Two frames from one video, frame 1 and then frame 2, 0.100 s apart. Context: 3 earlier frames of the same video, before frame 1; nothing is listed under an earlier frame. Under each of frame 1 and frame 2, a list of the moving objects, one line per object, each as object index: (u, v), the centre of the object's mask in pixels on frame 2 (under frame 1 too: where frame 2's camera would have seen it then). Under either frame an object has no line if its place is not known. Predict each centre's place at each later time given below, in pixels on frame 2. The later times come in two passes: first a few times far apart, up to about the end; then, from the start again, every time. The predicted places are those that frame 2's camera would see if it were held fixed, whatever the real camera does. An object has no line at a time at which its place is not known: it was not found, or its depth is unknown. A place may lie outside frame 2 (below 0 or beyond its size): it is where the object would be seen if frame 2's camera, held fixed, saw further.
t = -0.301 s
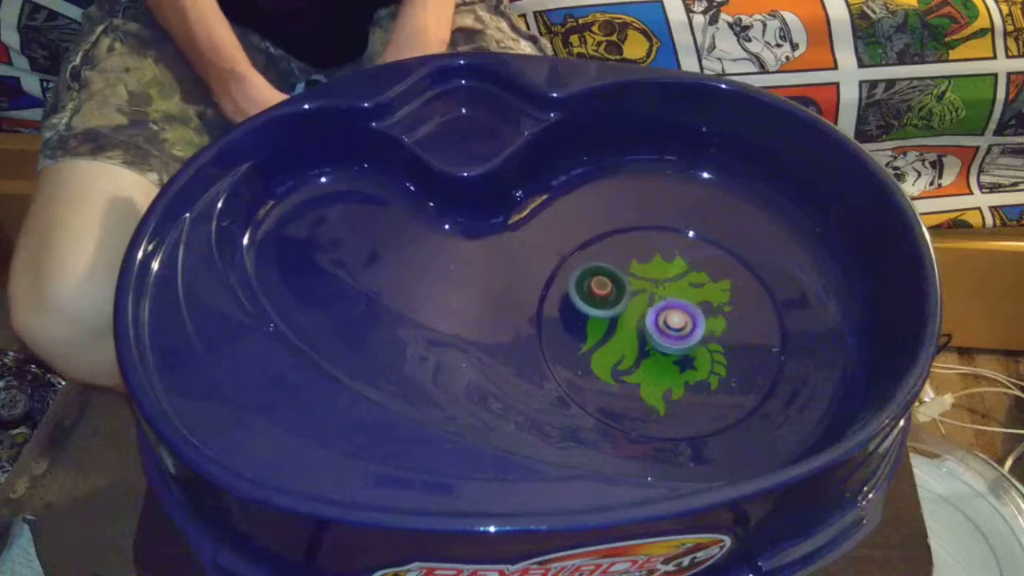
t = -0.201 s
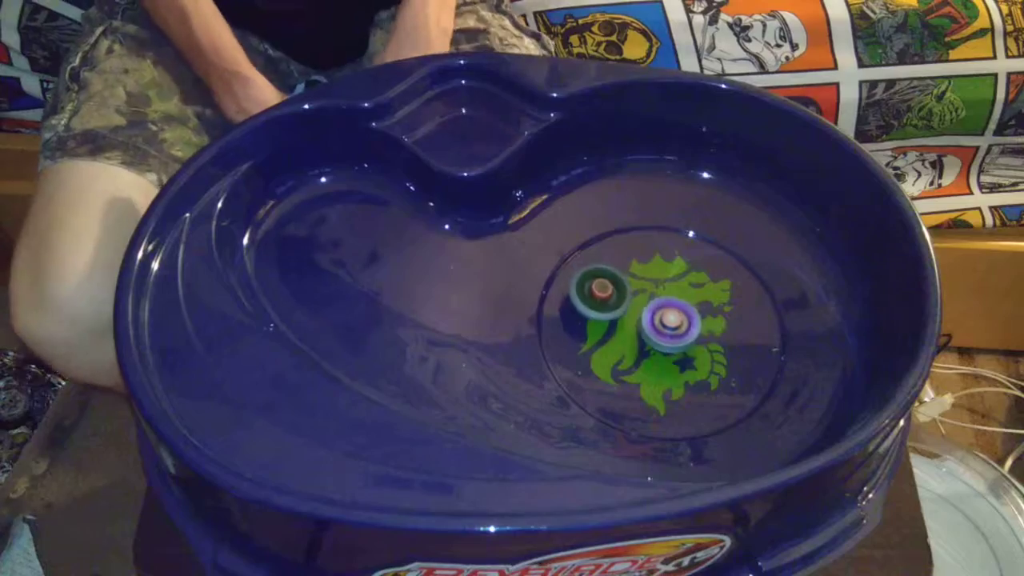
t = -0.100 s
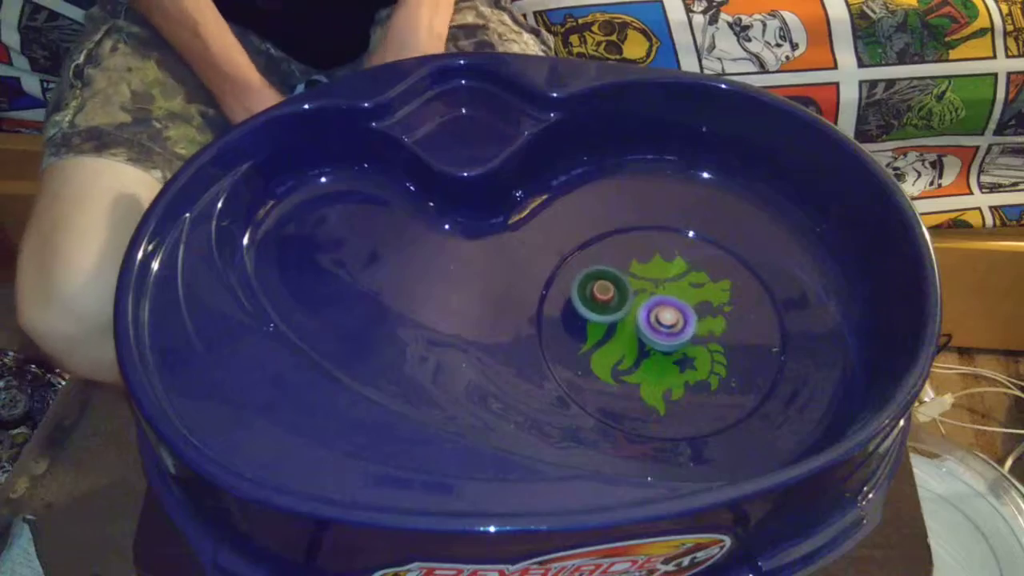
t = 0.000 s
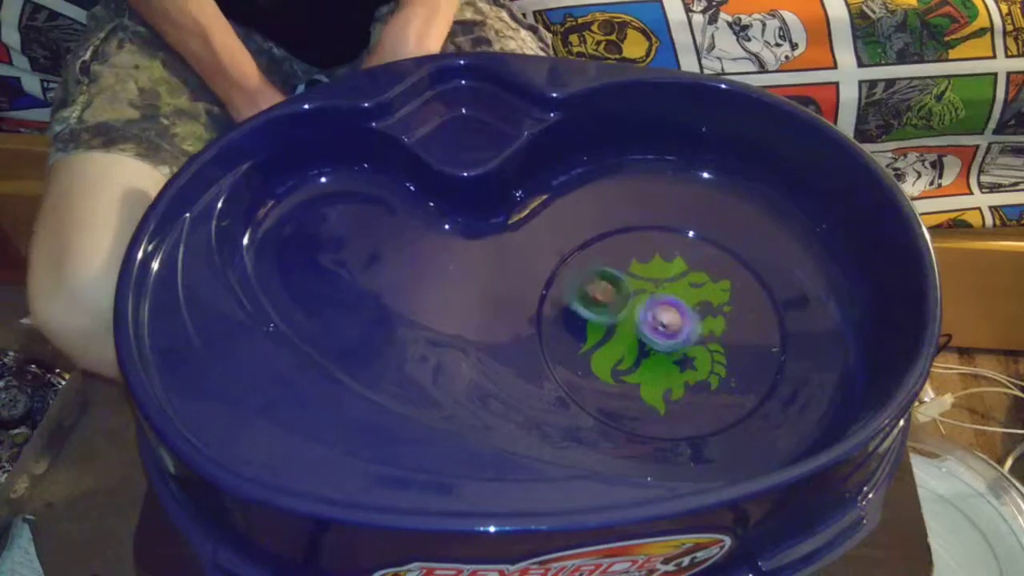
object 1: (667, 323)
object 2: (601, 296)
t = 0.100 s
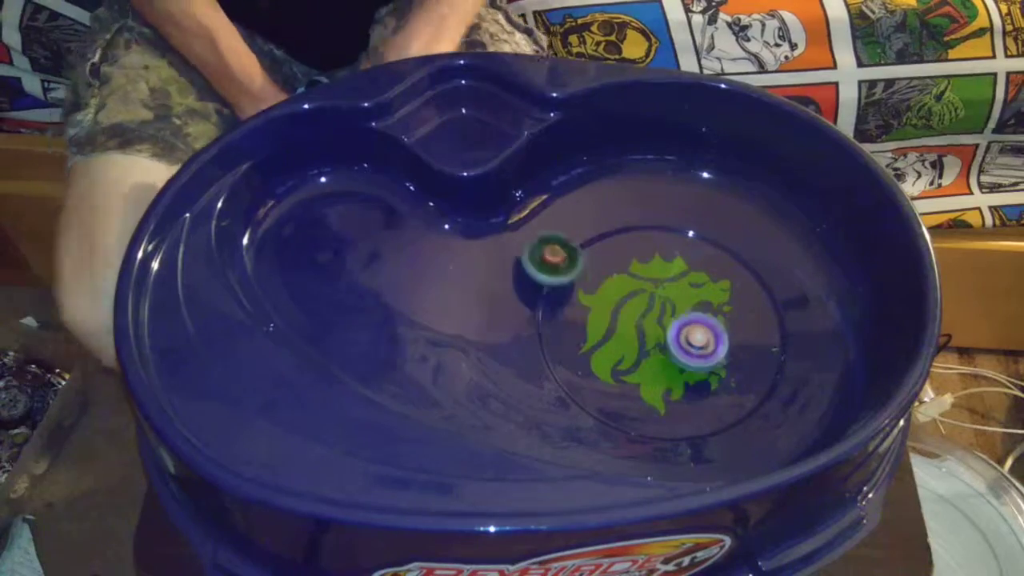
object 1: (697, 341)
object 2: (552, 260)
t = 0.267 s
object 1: (707, 345)
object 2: (537, 265)
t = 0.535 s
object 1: (704, 342)
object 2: (574, 301)
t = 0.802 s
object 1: (686, 335)
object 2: (596, 317)
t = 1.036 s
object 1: (670, 322)
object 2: (607, 335)
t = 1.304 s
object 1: (662, 305)
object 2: (608, 349)
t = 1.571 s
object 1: (663, 296)
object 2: (607, 350)
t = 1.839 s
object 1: (667, 298)
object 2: (608, 349)
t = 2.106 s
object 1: (666, 308)
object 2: (618, 346)
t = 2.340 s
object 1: (698, 297)
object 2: (569, 384)
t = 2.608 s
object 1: (693, 302)
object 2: (625, 385)
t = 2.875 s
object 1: (674, 307)
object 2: (634, 380)
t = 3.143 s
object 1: (652, 306)
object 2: (645, 374)
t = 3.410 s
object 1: (641, 299)
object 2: (654, 372)
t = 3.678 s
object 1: (641, 296)
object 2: (658, 370)
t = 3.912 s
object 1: (647, 301)
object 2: (661, 369)
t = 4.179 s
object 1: (652, 310)
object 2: (662, 371)
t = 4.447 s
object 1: (648, 305)
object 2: (665, 385)
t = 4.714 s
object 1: (643, 304)
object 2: (667, 382)
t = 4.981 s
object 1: (643, 305)
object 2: (670, 377)
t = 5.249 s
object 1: (643, 310)
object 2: (678, 369)
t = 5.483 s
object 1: (643, 315)
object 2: (683, 366)
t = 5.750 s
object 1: (640, 318)
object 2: (685, 367)
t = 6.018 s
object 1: (638, 318)
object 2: (685, 366)
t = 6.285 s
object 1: (628, 301)
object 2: (705, 387)
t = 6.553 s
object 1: (632, 296)
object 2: (708, 384)
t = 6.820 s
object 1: (644, 304)
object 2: (710, 379)
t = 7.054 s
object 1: (647, 317)
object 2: (711, 374)
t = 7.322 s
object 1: (640, 328)
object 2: (713, 368)
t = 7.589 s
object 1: (631, 327)
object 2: (713, 364)
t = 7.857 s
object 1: (632, 320)
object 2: (713, 360)
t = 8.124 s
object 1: (643, 318)
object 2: (713, 355)
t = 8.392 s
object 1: (647, 320)
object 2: (725, 357)
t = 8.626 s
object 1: (645, 324)
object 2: (726, 354)
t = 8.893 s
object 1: (641, 324)
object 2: (723, 350)
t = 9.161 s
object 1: (641, 320)
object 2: (718, 342)
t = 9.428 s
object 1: (647, 319)
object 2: (716, 330)
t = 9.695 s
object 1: (646, 322)
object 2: (730, 328)
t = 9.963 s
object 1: (641, 324)
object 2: (728, 327)
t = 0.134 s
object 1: (701, 343)
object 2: (546, 257)
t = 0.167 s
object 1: (703, 344)
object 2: (542, 256)
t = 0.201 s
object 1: (704, 345)
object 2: (538, 258)
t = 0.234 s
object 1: (706, 344)
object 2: (537, 261)
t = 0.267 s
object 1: (707, 345)
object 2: (537, 265)
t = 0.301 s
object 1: (707, 345)
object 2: (539, 269)
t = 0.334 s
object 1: (707, 344)
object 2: (542, 273)
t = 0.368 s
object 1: (707, 344)
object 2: (545, 276)
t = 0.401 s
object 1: (707, 344)
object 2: (549, 282)
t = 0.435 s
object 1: (707, 344)
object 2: (556, 288)
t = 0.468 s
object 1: (706, 343)
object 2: (563, 293)
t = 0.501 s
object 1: (705, 343)
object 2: (569, 298)
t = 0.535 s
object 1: (704, 342)
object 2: (574, 301)
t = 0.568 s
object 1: (703, 342)
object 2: (580, 305)
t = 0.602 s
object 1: (701, 342)
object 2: (583, 307)
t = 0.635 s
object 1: (699, 341)
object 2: (586, 308)
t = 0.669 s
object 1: (697, 340)
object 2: (586, 309)
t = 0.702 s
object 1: (694, 340)
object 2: (589, 311)
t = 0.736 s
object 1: (691, 338)
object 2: (591, 313)
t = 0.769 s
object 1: (689, 337)
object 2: (594, 315)
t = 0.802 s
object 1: (686, 335)
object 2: (596, 317)
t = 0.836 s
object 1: (683, 333)
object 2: (597, 319)
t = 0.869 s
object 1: (681, 332)
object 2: (600, 322)
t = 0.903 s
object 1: (679, 331)
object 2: (602, 325)
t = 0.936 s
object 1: (677, 329)
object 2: (604, 327)
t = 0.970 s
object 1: (674, 326)
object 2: (605, 330)
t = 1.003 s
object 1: (672, 325)
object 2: (606, 332)
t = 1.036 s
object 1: (670, 322)
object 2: (607, 335)
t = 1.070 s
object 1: (669, 320)
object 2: (608, 337)
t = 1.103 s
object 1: (667, 318)
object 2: (608, 339)
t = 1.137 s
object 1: (666, 316)
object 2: (608, 342)
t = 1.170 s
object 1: (665, 314)
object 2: (609, 344)
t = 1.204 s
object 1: (664, 312)
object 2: (609, 346)
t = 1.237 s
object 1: (662, 309)
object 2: (608, 347)
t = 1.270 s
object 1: (662, 307)
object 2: (608, 348)
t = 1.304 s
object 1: (662, 305)
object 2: (608, 349)
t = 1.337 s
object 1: (662, 303)
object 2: (608, 349)
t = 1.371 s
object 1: (661, 302)
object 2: (608, 350)
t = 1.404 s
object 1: (661, 300)
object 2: (608, 350)
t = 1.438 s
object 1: (661, 299)
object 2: (607, 350)
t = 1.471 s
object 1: (662, 298)
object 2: (607, 350)
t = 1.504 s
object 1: (662, 297)
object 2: (607, 350)
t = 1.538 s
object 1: (662, 296)
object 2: (607, 350)
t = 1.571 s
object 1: (663, 296)
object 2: (607, 350)
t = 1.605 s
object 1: (663, 296)
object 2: (607, 351)
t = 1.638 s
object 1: (664, 296)
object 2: (607, 350)
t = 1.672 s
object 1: (664, 296)
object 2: (607, 351)
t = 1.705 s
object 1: (665, 296)
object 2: (607, 350)
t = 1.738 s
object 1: (665, 296)
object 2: (607, 350)
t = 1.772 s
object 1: (666, 296)
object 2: (608, 350)
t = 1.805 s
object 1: (666, 297)
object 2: (608, 350)
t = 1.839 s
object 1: (667, 298)
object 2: (608, 349)
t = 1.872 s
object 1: (667, 299)
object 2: (609, 349)
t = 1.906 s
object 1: (667, 300)
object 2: (610, 349)
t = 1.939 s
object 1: (667, 301)
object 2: (611, 348)
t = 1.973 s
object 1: (667, 302)
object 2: (611, 348)
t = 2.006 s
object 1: (668, 303)
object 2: (613, 348)
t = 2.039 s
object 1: (667, 305)
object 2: (614, 347)
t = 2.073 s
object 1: (666, 306)
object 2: (616, 348)
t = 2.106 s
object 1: (666, 308)
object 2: (618, 346)
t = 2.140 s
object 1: (674, 306)
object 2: (604, 354)
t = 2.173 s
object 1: (684, 302)
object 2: (584, 364)
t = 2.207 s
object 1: (693, 298)
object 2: (570, 370)
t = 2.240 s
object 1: (697, 297)
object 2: (563, 374)
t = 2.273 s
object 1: (698, 298)
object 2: (562, 376)
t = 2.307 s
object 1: (698, 297)
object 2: (564, 380)
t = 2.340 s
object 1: (698, 297)
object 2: (569, 384)
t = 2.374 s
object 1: (698, 297)
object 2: (576, 388)
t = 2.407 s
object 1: (698, 298)
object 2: (586, 391)
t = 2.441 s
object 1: (698, 298)
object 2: (596, 392)
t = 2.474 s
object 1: (697, 298)
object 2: (604, 392)
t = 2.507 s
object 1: (697, 299)
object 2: (611, 391)
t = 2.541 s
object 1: (696, 299)
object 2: (617, 389)
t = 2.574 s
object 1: (694, 301)
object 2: (621, 387)
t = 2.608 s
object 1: (693, 302)
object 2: (625, 385)
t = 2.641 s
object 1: (691, 303)
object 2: (627, 384)
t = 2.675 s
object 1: (689, 304)
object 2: (628, 383)
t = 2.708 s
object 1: (687, 304)
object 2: (629, 383)
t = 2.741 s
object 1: (684, 305)
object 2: (630, 383)
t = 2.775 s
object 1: (681, 306)
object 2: (632, 382)
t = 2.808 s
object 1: (679, 307)
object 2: (633, 382)
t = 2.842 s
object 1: (676, 307)
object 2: (634, 381)
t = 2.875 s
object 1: (674, 307)
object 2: (634, 380)
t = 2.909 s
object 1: (671, 307)
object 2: (636, 379)
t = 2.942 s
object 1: (667, 308)
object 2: (637, 378)
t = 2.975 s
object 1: (665, 308)
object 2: (638, 377)
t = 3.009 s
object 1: (661, 308)
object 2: (640, 377)
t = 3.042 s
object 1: (659, 308)
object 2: (641, 376)
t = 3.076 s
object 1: (657, 307)
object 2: (643, 376)
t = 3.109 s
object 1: (654, 307)
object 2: (644, 375)
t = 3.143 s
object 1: (652, 306)
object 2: (645, 374)
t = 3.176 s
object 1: (650, 306)
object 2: (647, 374)
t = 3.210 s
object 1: (648, 305)
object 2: (647, 373)
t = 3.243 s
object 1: (647, 304)
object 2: (649, 373)
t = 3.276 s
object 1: (645, 303)
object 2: (650, 373)
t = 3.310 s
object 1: (644, 302)
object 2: (650, 372)
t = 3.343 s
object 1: (643, 301)
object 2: (651, 372)
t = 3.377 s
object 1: (642, 300)
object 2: (653, 372)
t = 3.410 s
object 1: (641, 299)
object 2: (654, 372)
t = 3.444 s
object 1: (641, 298)
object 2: (655, 372)
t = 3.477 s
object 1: (640, 297)
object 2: (655, 371)
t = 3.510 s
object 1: (640, 297)
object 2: (656, 371)
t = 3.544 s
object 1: (640, 297)
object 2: (656, 371)
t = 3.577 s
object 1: (640, 296)
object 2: (657, 371)
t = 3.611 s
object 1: (640, 296)
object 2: (657, 371)
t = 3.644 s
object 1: (641, 296)
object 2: (658, 371)
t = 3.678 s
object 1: (641, 296)
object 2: (658, 370)
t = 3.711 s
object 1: (642, 296)
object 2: (659, 370)
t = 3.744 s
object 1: (642, 296)
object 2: (659, 370)
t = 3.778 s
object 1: (643, 297)
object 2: (659, 370)
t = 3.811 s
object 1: (644, 297)
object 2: (660, 370)
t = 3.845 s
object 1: (645, 298)
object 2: (660, 370)
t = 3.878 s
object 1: (646, 299)
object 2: (660, 370)
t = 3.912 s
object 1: (647, 301)
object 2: (661, 369)
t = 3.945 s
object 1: (648, 302)
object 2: (661, 369)
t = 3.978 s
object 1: (649, 303)
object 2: (661, 369)
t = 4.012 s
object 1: (650, 305)
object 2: (661, 368)
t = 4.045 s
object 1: (651, 307)
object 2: (662, 368)
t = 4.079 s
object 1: (651, 308)
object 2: (662, 367)
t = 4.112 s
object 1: (651, 309)
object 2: (662, 369)
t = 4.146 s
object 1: (652, 310)
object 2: (662, 371)
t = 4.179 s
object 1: (652, 310)
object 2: (662, 371)
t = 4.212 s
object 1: (652, 311)
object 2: (662, 370)
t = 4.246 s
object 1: (652, 312)
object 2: (663, 370)
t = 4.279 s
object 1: (651, 312)
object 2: (663, 375)
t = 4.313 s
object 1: (650, 307)
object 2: (664, 381)
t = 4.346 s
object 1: (650, 305)
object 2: (664, 385)
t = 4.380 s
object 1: (649, 305)
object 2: (664, 385)
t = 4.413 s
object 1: (648, 305)
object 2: (664, 385)
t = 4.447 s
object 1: (648, 305)
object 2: (665, 385)
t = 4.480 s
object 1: (646, 305)
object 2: (665, 384)
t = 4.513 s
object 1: (646, 305)
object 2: (665, 384)
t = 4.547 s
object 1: (646, 305)
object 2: (666, 384)
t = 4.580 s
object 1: (645, 305)
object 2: (666, 384)
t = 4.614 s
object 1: (644, 305)
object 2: (666, 384)
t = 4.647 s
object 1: (644, 305)
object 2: (667, 383)
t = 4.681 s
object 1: (644, 304)
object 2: (667, 383)
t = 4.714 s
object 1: (643, 304)
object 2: (667, 382)
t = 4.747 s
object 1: (643, 304)
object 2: (667, 382)
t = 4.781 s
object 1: (643, 304)
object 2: (668, 382)
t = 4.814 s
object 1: (642, 304)
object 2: (668, 382)
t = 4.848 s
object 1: (643, 304)
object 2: (669, 381)
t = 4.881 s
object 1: (642, 304)
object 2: (669, 379)
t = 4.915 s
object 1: (642, 304)
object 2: (669, 379)
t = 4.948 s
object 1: (642, 305)
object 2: (670, 378)
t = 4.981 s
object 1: (643, 305)
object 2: (670, 377)
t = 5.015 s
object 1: (642, 305)
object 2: (671, 376)
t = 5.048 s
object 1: (643, 306)
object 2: (672, 374)
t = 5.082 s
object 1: (643, 307)
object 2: (673, 373)
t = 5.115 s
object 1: (643, 307)
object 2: (674, 372)
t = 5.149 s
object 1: (643, 308)
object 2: (675, 371)
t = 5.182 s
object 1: (643, 308)
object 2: (675, 371)
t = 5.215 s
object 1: (643, 309)
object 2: (676, 370)
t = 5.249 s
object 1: (643, 310)
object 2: (678, 369)
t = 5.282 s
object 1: (644, 311)
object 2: (679, 369)
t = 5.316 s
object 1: (643, 311)
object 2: (679, 368)
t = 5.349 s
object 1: (643, 312)
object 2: (680, 368)
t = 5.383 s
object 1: (644, 313)
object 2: (681, 367)
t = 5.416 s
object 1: (643, 313)
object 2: (682, 367)
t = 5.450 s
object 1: (643, 314)
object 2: (682, 367)
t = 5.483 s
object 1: (643, 315)
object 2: (683, 366)
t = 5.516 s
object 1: (643, 316)
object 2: (683, 366)
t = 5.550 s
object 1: (642, 317)
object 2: (683, 366)
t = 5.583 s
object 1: (642, 317)
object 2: (684, 367)
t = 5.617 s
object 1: (642, 317)
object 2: (685, 368)
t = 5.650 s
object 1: (641, 317)
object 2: (685, 368)
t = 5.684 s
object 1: (641, 318)
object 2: (685, 368)
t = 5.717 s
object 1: (640, 318)
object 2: (685, 368)
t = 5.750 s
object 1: (640, 318)
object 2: (685, 367)
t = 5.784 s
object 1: (640, 318)
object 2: (685, 367)
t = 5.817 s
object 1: (639, 318)
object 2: (686, 367)
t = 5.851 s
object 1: (639, 318)
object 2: (686, 367)
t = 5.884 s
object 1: (639, 318)
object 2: (686, 367)
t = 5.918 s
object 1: (639, 318)
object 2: (686, 367)
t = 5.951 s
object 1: (639, 318)
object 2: (686, 366)
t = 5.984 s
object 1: (638, 318)
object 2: (686, 366)
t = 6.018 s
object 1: (638, 318)
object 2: (685, 366)
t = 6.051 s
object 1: (638, 318)
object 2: (685, 365)
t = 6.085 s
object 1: (638, 318)
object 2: (685, 364)
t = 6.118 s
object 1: (638, 317)
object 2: (686, 367)
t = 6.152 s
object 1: (633, 310)
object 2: (695, 375)
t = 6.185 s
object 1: (630, 306)
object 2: (702, 385)
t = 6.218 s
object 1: (629, 303)
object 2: (704, 387)
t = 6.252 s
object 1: (628, 301)
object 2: (705, 388)
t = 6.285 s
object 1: (628, 301)
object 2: (705, 387)
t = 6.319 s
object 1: (628, 299)
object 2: (706, 387)
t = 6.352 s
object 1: (628, 298)
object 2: (706, 387)
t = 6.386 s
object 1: (628, 298)
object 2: (706, 386)
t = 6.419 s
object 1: (629, 297)
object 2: (707, 386)
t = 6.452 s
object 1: (629, 296)
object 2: (707, 385)
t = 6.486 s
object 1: (630, 296)
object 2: (707, 385)
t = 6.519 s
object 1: (631, 296)
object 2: (707, 384)
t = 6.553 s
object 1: (632, 296)
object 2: (708, 384)
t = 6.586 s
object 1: (634, 296)
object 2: (708, 383)
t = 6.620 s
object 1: (635, 297)
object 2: (708, 383)
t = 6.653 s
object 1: (636, 297)
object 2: (709, 382)
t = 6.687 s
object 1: (638, 298)
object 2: (709, 382)
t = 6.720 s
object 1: (640, 299)
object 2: (709, 381)
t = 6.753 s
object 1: (641, 301)
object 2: (709, 381)
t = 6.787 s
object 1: (642, 302)
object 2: (710, 380)
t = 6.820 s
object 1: (644, 304)
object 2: (710, 379)
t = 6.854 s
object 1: (645, 306)
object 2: (710, 378)
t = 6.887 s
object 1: (646, 308)
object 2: (710, 378)
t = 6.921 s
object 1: (646, 309)
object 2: (711, 377)
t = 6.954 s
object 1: (647, 311)
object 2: (711, 376)
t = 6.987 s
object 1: (647, 313)
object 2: (711, 375)
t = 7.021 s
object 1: (647, 314)
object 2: (711, 374)
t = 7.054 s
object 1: (647, 317)
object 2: (711, 374)
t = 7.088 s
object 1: (646, 319)
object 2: (711, 373)
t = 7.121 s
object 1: (646, 320)
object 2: (712, 372)
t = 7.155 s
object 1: (645, 322)
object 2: (712, 371)
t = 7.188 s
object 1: (645, 324)
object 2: (712, 371)
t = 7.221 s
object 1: (643, 325)
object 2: (712, 370)
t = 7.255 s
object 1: (642, 326)
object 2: (713, 369)
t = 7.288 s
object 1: (641, 327)
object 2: (713, 369)
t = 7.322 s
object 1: (640, 328)
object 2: (713, 368)
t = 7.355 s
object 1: (638, 328)
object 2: (713, 368)
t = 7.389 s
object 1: (637, 329)
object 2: (713, 367)
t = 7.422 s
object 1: (636, 329)
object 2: (713, 367)
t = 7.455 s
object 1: (635, 329)
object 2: (713, 366)
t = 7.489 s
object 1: (634, 329)
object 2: (713, 366)
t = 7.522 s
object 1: (632, 328)
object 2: (713, 365)
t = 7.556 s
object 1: (632, 328)
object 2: (713, 364)
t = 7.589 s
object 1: (631, 327)
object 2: (713, 364)
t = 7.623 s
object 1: (630, 326)
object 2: (713, 363)
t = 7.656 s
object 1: (630, 326)
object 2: (713, 363)
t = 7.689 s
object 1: (630, 325)
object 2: (713, 362)
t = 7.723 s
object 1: (629, 324)
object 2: (713, 362)
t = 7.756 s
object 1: (630, 323)
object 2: (713, 361)
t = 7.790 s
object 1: (631, 322)
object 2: (713, 361)
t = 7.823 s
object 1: (631, 321)
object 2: (713, 360)
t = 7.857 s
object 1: (632, 320)
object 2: (713, 360)
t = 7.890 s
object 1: (632, 318)
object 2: (713, 359)
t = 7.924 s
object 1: (634, 318)
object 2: (713, 359)
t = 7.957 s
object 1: (635, 317)
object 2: (713, 358)
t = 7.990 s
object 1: (636, 317)
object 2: (713, 357)
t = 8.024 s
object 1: (638, 317)
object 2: (713, 357)
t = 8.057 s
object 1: (640, 317)
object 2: (713, 356)
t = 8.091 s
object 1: (641, 317)
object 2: (713, 356)
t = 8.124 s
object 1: (643, 318)
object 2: (713, 355)
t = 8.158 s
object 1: (645, 318)
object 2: (713, 355)
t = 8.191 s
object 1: (646, 318)
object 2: (713, 354)
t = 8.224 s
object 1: (648, 319)
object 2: (713, 353)
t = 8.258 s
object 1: (649, 320)
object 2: (713, 353)
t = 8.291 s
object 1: (651, 321)
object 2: (713, 352)
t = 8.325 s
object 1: (652, 322)
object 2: (714, 352)
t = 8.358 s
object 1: (648, 321)
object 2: (722, 356)
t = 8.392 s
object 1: (647, 320)
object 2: (725, 357)
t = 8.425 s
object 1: (647, 321)
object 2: (726, 358)
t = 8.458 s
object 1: (647, 321)
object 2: (726, 357)
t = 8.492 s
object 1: (647, 322)
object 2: (726, 357)
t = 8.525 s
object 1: (647, 322)
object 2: (726, 356)
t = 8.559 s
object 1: (646, 323)
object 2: (726, 355)
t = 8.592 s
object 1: (646, 324)
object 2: (726, 355)
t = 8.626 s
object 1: (645, 324)
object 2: (726, 354)
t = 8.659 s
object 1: (644, 324)
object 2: (726, 354)
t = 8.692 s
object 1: (644, 324)
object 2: (726, 353)
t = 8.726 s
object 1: (643, 324)
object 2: (725, 353)
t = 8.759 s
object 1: (642, 325)
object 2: (725, 352)
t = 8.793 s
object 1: (642, 324)
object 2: (725, 352)
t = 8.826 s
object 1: (641, 324)
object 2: (725, 351)
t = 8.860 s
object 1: (641, 324)
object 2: (724, 351)
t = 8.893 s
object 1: (641, 324)
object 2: (723, 350)
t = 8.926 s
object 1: (640, 324)
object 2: (723, 349)
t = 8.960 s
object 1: (640, 323)
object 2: (722, 349)
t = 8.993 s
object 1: (640, 323)
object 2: (722, 348)
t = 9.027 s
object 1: (640, 322)
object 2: (721, 347)
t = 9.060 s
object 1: (640, 322)
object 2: (720, 345)
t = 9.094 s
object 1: (640, 321)
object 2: (719, 345)
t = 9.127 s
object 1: (640, 321)
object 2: (718, 343)
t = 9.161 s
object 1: (641, 320)
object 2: (718, 342)
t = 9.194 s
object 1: (641, 320)
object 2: (717, 340)
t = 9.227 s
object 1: (642, 320)
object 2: (717, 338)
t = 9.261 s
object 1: (643, 320)
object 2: (716, 336)
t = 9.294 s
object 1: (643, 320)
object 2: (716, 335)
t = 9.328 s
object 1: (645, 320)
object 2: (716, 333)
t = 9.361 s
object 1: (645, 319)
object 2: (716, 332)
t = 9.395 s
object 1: (646, 319)
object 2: (716, 330)
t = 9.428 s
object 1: (647, 319)
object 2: (716, 330)
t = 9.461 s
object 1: (648, 320)
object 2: (716, 329)
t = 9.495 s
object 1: (649, 321)
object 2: (716, 328)
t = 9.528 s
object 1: (650, 321)
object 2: (716, 327)
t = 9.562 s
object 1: (651, 322)
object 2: (716, 327)
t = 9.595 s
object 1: (650, 322)
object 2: (718, 327)
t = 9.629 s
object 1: (646, 322)
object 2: (725, 327)
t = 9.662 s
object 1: (646, 322)
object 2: (729, 328)
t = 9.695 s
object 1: (646, 322)
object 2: (730, 328)
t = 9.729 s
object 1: (645, 323)
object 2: (730, 328)
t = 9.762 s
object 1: (645, 323)
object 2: (730, 328)
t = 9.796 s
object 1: (644, 324)
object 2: (730, 327)
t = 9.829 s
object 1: (643, 324)
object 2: (730, 327)
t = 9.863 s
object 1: (642, 324)
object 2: (730, 327)
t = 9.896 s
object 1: (642, 324)
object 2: (729, 327)
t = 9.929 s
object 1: (641, 324)
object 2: (729, 327)
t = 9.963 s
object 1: (641, 324)
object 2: (728, 327)
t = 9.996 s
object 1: (641, 324)
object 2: (727, 327)
